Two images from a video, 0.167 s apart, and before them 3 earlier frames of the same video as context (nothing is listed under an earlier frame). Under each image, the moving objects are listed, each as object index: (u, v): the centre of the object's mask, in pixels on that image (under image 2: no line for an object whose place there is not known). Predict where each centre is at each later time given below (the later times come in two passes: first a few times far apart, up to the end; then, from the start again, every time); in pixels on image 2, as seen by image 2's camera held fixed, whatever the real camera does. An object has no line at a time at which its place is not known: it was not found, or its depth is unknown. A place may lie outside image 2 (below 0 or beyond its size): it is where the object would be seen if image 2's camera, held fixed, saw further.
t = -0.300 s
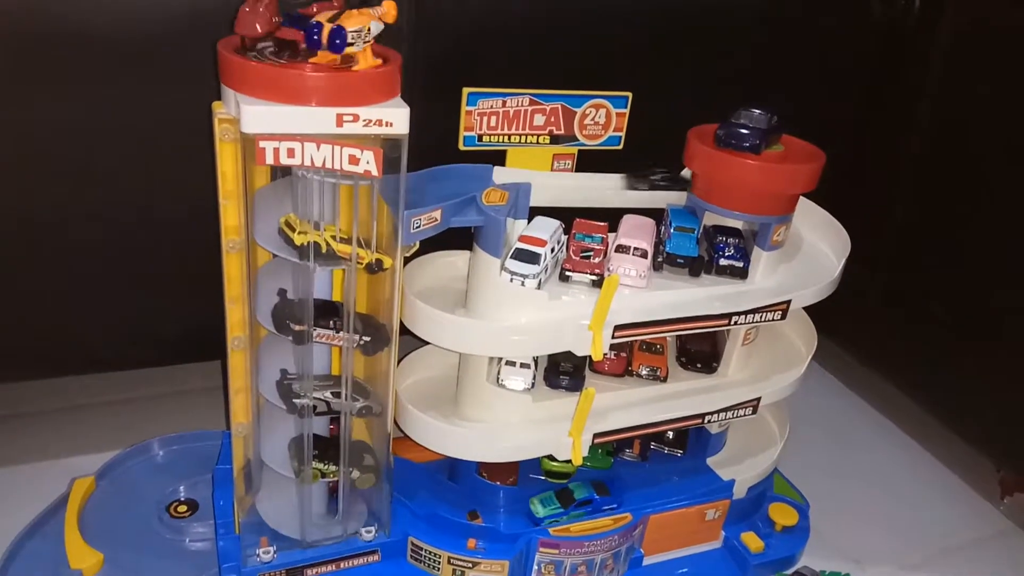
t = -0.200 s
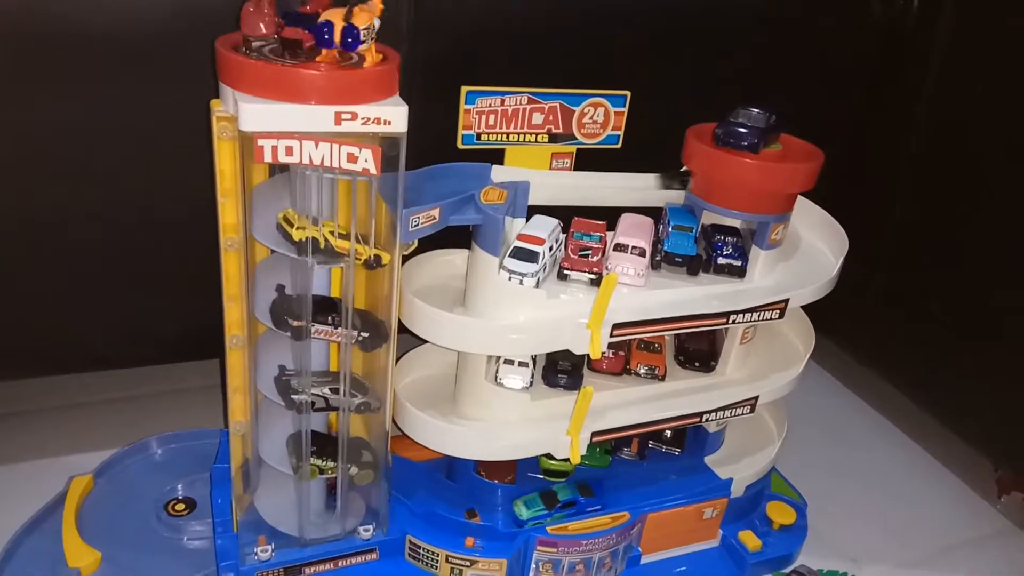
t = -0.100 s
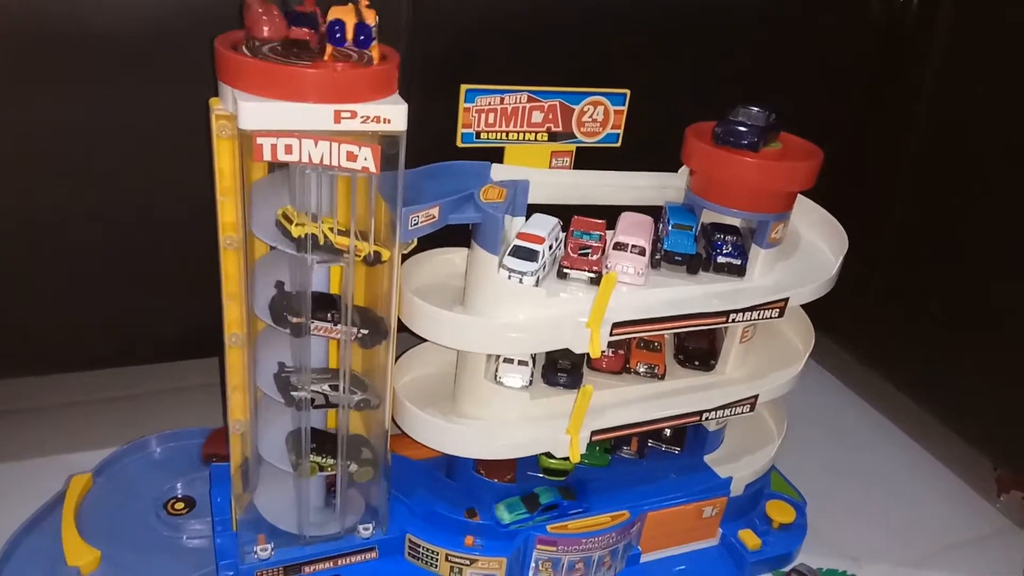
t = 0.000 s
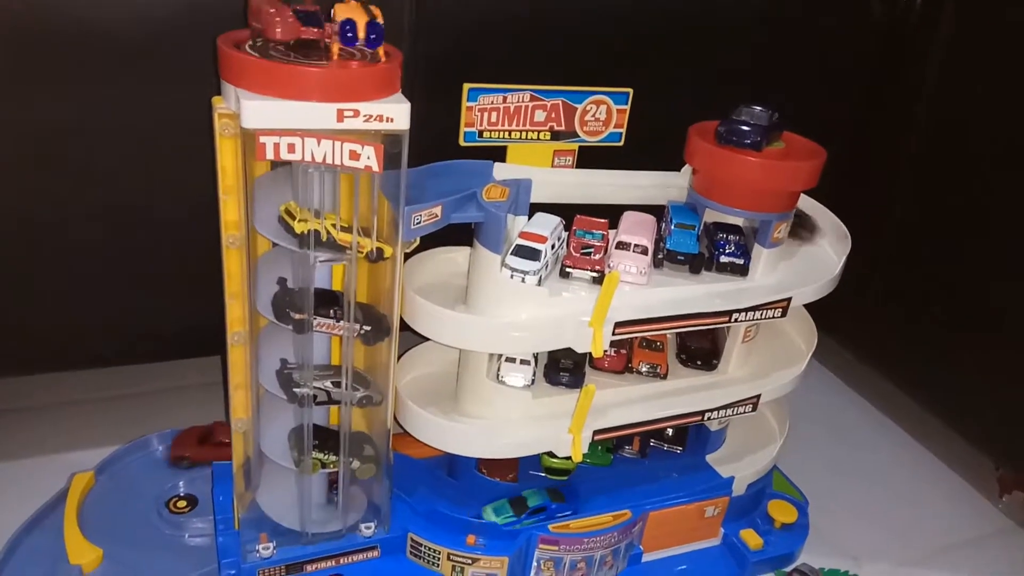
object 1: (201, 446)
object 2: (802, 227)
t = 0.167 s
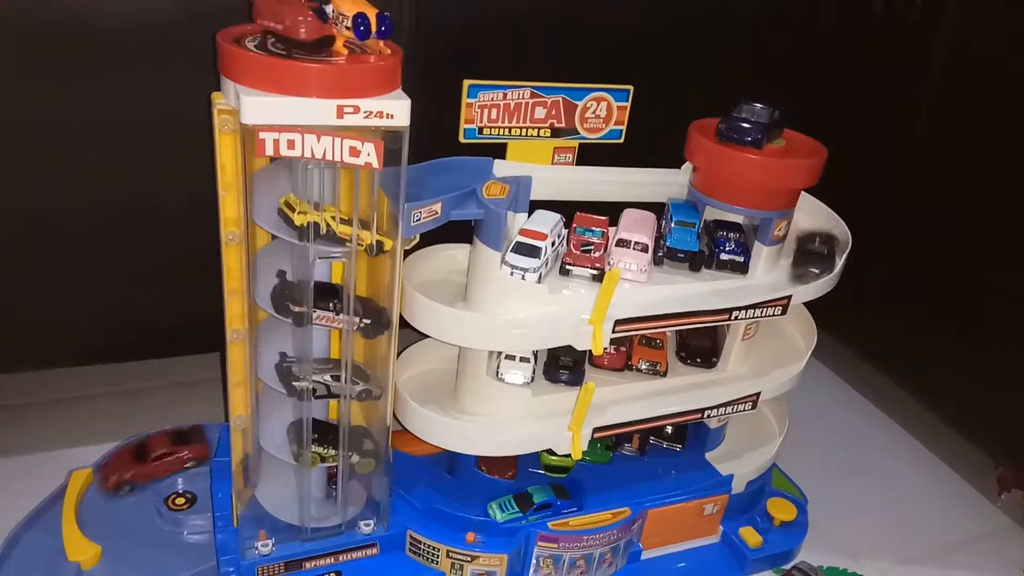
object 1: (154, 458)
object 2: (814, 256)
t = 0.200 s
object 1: (145, 465)
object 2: (810, 263)
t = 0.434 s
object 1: (136, 520)
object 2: (700, 293)
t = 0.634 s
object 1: (188, 542)
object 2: (580, 308)
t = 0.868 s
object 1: (187, 542)
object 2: (456, 302)
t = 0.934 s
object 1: (194, 542)
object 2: (434, 291)
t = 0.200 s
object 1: (145, 465)
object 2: (810, 263)
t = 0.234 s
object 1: (136, 473)
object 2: (801, 270)
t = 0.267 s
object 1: (126, 483)
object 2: (788, 275)
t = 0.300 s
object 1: (122, 492)
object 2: (772, 280)
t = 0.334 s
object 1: (125, 500)
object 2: (755, 284)
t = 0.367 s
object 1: (128, 505)
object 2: (737, 288)
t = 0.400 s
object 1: (133, 511)
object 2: (718, 290)
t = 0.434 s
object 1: (136, 520)
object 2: (700, 293)
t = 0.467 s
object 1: (138, 529)
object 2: (681, 295)
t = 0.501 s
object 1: (147, 534)
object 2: (661, 297)
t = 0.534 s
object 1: (159, 535)
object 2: (647, 299)
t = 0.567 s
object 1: (170, 537)
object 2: (628, 302)
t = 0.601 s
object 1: (182, 539)
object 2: (608, 307)
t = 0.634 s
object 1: (188, 542)
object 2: (580, 308)
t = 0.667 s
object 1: (185, 542)
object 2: (558, 311)
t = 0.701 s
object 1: (183, 541)
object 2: (546, 313)
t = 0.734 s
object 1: (181, 541)
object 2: (533, 314)
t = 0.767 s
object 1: (182, 542)
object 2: (516, 313)
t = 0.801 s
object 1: (183, 543)
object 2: (498, 312)
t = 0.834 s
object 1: (185, 543)
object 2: (475, 307)
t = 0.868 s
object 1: (187, 542)
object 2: (456, 302)
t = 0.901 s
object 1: (190, 542)
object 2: (443, 297)
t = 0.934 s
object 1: (194, 542)
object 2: (434, 291)
